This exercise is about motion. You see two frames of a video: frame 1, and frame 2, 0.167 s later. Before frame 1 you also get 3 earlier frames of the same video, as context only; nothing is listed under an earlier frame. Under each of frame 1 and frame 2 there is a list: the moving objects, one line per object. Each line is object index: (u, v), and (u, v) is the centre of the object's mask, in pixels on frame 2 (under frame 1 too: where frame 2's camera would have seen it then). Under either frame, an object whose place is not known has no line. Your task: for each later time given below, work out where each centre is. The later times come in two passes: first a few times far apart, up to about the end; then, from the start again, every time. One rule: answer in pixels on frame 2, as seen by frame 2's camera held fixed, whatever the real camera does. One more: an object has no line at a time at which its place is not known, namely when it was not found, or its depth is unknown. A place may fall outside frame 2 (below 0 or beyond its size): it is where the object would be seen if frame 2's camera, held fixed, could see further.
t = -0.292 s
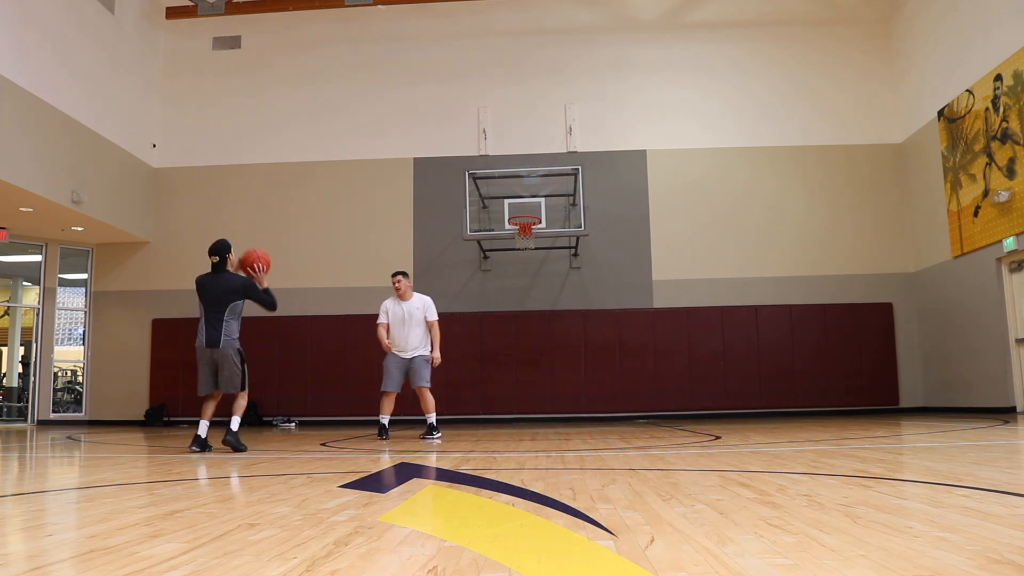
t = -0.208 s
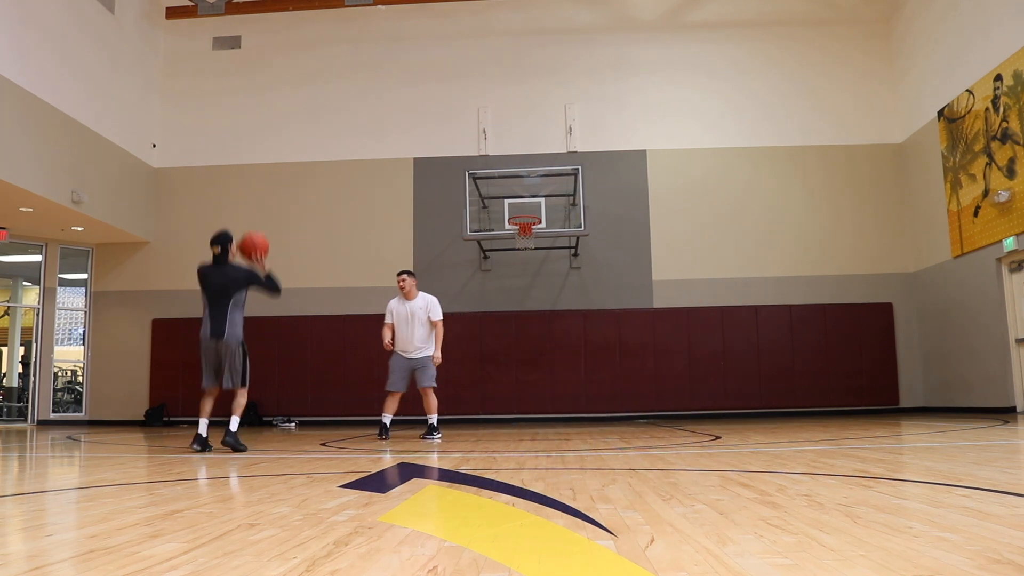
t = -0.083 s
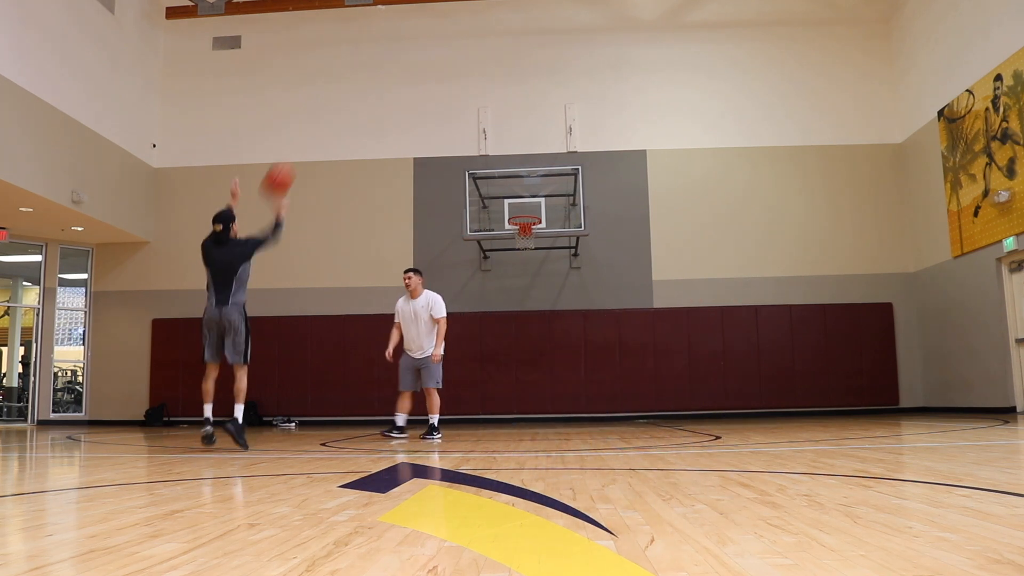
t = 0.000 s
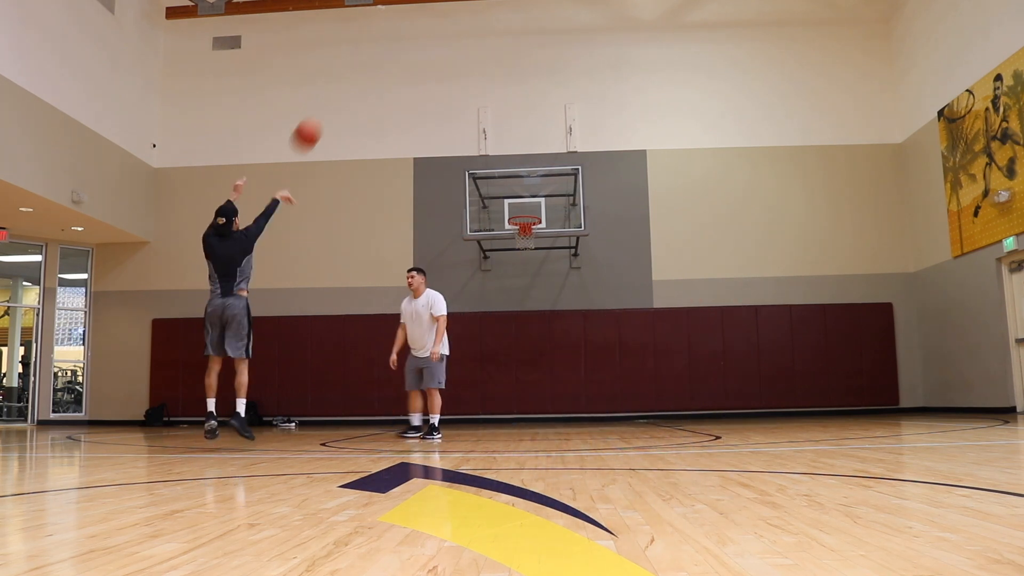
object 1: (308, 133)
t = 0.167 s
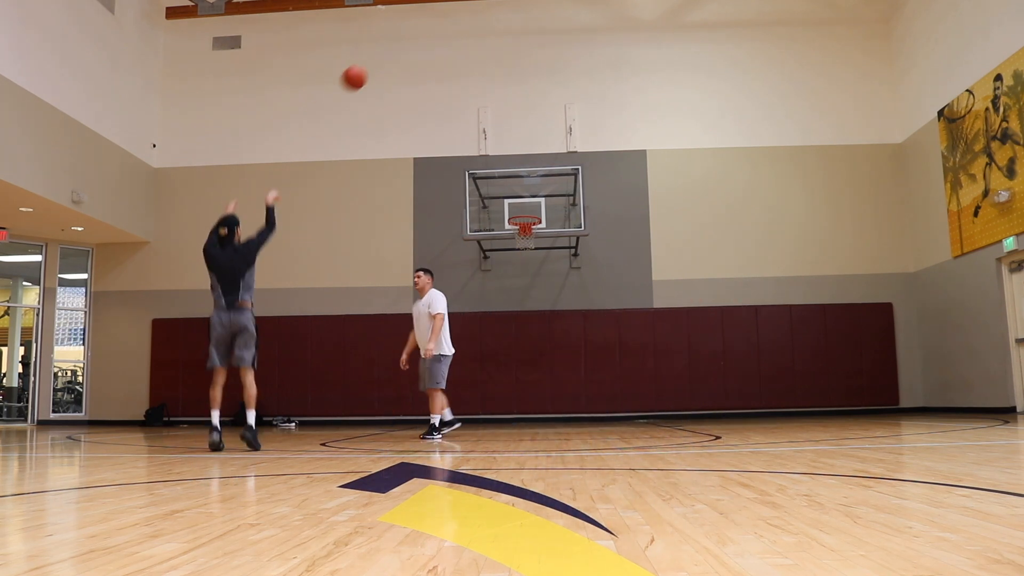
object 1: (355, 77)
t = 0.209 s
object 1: (364, 69)
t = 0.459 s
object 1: (415, 53)
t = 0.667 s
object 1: (449, 77)
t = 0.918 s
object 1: (483, 137)
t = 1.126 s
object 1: (507, 211)
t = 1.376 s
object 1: (449, 192)
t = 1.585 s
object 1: (399, 205)
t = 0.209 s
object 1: (364, 69)
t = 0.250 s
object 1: (374, 62)
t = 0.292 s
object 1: (383, 58)
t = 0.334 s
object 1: (392, 54)
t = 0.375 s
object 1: (400, 53)
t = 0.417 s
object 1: (408, 52)
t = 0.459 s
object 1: (415, 53)
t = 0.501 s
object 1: (422, 56)
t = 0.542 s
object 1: (429, 60)
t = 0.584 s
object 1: (436, 64)
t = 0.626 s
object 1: (443, 70)
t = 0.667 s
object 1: (449, 77)
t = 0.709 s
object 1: (455, 84)
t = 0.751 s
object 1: (461, 93)
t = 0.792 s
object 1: (467, 103)
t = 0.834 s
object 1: (473, 113)
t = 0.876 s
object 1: (478, 125)
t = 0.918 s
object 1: (483, 137)
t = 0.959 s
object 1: (489, 152)
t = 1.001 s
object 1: (494, 164)
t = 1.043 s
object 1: (499, 181)
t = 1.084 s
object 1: (503, 195)
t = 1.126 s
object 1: (507, 211)
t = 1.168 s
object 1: (498, 207)
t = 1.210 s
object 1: (489, 202)
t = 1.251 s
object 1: (479, 198)
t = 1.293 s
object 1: (469, 195)
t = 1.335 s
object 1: (459, 193)
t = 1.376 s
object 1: (449, 192)
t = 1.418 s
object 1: (439, 192)
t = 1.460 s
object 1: (429, 194)
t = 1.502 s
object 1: (419, 196)
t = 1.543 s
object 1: (409, 200)
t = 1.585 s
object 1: (399, 205)
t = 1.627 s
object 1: (388, 211)
